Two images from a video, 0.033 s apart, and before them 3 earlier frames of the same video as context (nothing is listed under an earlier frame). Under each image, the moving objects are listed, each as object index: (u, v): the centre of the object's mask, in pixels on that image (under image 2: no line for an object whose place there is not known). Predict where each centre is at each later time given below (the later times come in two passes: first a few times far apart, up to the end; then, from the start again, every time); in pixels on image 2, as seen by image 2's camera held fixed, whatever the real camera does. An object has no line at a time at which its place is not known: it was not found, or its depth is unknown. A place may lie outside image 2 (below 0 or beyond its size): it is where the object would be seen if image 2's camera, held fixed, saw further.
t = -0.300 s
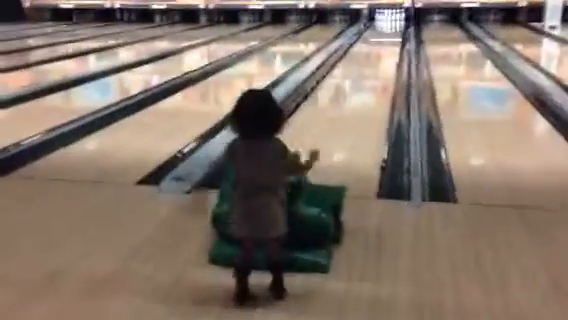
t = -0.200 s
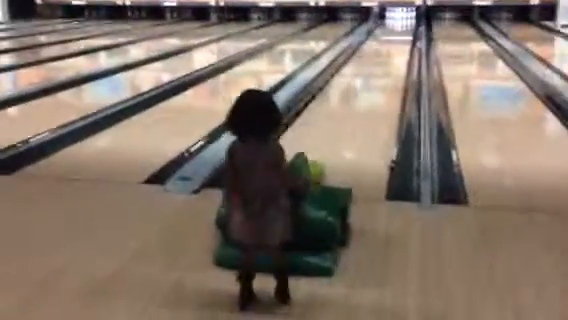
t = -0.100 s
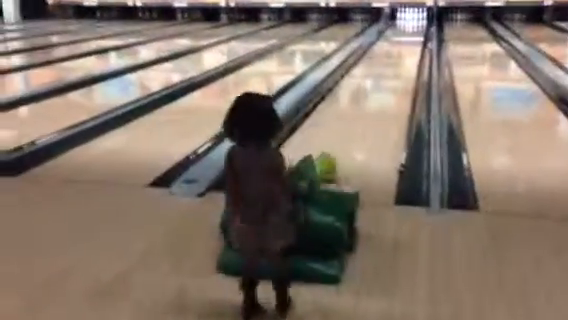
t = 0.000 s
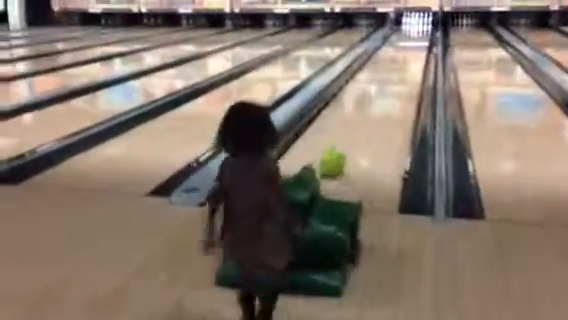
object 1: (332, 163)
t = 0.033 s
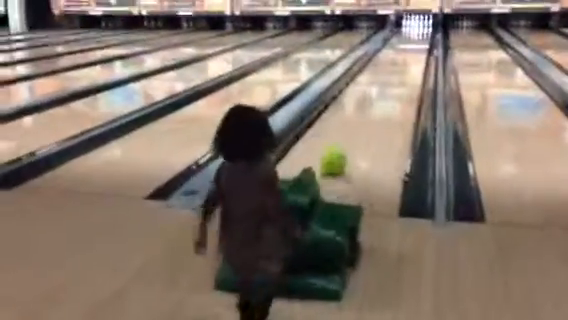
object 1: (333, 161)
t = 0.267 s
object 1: (342, 143)
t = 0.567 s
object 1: (352, 121)
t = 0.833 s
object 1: (358, 108)
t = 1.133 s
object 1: (365, 94)
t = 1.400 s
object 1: (369, 84)
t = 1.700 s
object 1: (374, 75)
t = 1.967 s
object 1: (376, 70)
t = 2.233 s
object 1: (377, 65)
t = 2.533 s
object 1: (379, 59)
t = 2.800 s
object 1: (381, 54)
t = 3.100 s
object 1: (382, 50)
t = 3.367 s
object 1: (385, 45)
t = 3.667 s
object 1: (388, 42)
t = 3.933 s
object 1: (390, 39)
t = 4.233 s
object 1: (392, 36)
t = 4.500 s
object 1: (395, 32)
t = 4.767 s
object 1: (396, 30)
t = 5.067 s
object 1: (397, 29)
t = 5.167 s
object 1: (398, 28)
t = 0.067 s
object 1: (334, 160)
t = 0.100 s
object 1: (336, 156)
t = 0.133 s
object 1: (338, 153)
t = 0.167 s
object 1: (339, 149)
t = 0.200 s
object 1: (340, 147)
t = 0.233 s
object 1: (341, 144)
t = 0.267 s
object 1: (342, 143)
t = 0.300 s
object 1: (344, 140)
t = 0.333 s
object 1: (345, 137)
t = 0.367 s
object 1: (346, 135)
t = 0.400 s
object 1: (348, 132)
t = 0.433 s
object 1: (348, 130)
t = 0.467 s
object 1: (349, 127)
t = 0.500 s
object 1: (350, 125)
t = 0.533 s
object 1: (352, 123)
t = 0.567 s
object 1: (352, 121)
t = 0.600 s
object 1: (353, 120)
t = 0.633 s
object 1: (354, 118)
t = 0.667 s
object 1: (356, 115)
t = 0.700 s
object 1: (357, 114)
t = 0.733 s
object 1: (357, 114)
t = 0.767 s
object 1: (358, 111)
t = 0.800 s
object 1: (358, 110)
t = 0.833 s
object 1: (358, 108)
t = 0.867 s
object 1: (360, 105)
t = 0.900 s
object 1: (360, 105)
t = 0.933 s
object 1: (360, 102)
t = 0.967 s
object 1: (361, 101)
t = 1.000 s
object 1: (362, 100)
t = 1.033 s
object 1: (362, 99)
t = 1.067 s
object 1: (362, 99)
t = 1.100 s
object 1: (364, 97)
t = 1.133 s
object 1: (365, 94)
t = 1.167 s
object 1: (365, 94)
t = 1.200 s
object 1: (366, 91)
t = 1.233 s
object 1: (366, 91)
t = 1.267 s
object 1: (366, 90)
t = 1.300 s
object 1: (367, 89)
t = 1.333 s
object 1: (368, 86)
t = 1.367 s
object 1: (368, 86)
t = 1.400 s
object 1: (369, 84)
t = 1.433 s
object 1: (369, 83)
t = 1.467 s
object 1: (369, 84)
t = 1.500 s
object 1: (369, 83)
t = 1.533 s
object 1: (369, 82)
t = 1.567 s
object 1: (370, 81)
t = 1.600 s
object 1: (372, 80)
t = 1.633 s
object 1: (372, 80)
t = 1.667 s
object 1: (374, 79)
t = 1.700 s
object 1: (374, 75)
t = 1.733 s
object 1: (374, 75)
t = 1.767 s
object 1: (374, 74)
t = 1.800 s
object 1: (375, 73)
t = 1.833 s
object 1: (375, 73)
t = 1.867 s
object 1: (375, 72)
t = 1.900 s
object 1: (375, 72)
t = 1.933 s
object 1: (375, 71)
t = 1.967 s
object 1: (376, 70)
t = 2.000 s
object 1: (376, 71)
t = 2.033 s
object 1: (376, 70)
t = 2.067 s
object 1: (377, 68)
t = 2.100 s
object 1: (377, 68)
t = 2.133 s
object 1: (377, 67)
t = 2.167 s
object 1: (377, 66)
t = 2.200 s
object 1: (377, 65)
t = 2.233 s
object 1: (377, 65)
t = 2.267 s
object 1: (378, 65)
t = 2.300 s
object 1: (378, 65)
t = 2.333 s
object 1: (378, 64)
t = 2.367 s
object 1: (379, 63)
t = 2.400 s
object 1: (379, 63)
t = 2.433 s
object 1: (380, 60)
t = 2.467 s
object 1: (380, 59)
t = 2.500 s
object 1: (380, 59)
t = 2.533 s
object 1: (379, 59)
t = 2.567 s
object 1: (381, 58)
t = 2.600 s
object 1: (381, 57)
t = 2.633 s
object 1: (381, 57)
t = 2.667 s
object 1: (381, 57)
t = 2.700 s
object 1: (381, 55)
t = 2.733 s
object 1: (381, 55)
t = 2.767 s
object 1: (381, 55)
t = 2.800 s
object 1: (381, 54)
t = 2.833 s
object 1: (381, 54)
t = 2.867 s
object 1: (381, 53)
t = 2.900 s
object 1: (381, 53)
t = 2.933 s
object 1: (381, 52)
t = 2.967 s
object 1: (382, 52)
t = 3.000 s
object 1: (382, 51)
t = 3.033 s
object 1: (382, 51)
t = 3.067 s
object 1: (382, 51)
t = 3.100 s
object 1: (382, 50)
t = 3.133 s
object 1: (382, 50)
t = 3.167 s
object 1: (382, 47)
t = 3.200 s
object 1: (383, 47)
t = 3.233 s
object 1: (384, 46)
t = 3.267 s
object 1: (385, 46)
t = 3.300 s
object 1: (385, 45)
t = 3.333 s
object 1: (385, 45)
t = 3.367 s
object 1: (385, 45)
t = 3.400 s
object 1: (385, 45)
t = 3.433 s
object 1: (385, 45)
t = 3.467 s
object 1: (386, 44)
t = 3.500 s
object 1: (387, 44)
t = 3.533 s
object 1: (388, 42)
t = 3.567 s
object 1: (387, 43)
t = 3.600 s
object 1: (388, 42)
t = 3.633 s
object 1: (387, 42)
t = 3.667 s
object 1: (388, 42)
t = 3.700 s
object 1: (388, 42)
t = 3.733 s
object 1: (389, 41)
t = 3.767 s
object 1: (389, 41)
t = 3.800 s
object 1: (389, 40)
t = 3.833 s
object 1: (389, 40)
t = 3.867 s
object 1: (390, 40)
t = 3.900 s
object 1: (390, 40)
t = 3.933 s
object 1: (390, 39)
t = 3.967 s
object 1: (390, 39)
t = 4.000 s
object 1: (391, 38)
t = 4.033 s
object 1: (391, 38)
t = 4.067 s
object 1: (390, 37)
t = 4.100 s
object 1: (390, 38)
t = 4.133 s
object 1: (390, 37)
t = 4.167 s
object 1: (390, 37)
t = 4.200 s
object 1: (392, 36)
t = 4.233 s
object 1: (392, 36)
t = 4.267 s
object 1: (392, 35)
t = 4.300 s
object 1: (393, 34)
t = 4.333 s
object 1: (393, 34)
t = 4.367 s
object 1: (393, 34)
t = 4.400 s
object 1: (394, 33)
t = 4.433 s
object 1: (394, 34)
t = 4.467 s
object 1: (394, 33)
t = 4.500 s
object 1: (395, 32)
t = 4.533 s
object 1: (395, 32)
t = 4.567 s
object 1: (395, 33)
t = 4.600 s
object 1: (395, 31)
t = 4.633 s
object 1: (395, 31)
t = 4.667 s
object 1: (395, 31)
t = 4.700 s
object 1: (395, 31)
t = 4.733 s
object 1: (395, 31)
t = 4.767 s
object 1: (396, 30)
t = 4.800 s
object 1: (396, 30)
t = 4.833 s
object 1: (396, 30)
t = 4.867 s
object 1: (396, 30)
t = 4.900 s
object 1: (396, 30)
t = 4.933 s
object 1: (396, 30)
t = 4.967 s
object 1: (396, 29)
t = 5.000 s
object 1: (397, 29)
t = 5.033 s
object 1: (397, 29)
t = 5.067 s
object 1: (397, 29)
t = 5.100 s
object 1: (397, 29)
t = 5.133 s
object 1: (398, 28)
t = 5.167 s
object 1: (398, 28)
